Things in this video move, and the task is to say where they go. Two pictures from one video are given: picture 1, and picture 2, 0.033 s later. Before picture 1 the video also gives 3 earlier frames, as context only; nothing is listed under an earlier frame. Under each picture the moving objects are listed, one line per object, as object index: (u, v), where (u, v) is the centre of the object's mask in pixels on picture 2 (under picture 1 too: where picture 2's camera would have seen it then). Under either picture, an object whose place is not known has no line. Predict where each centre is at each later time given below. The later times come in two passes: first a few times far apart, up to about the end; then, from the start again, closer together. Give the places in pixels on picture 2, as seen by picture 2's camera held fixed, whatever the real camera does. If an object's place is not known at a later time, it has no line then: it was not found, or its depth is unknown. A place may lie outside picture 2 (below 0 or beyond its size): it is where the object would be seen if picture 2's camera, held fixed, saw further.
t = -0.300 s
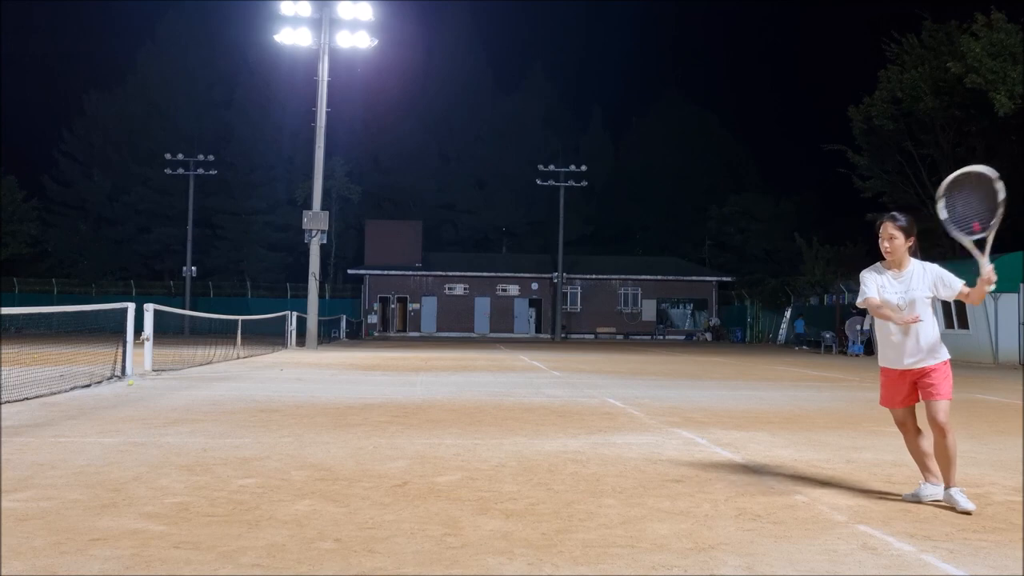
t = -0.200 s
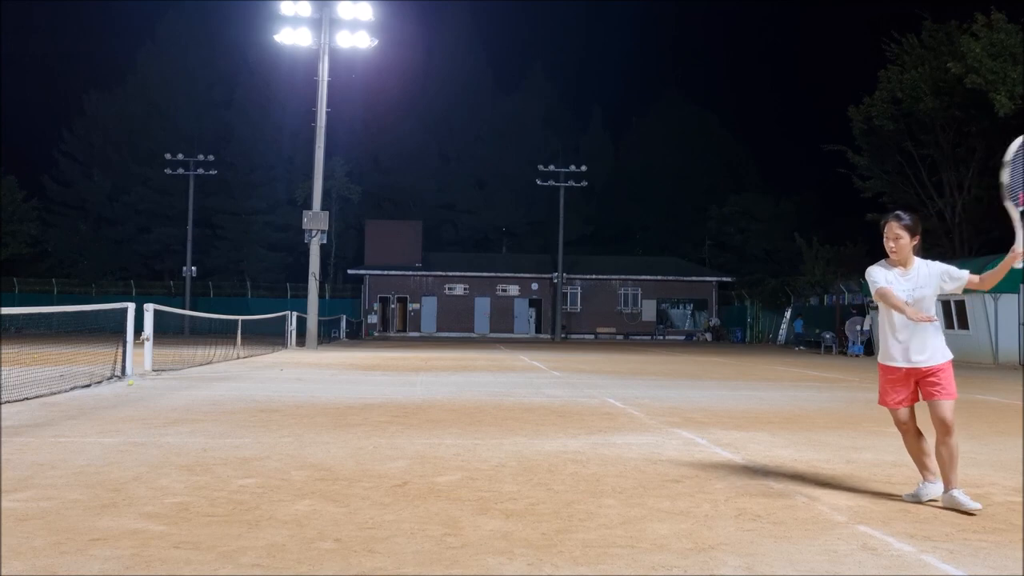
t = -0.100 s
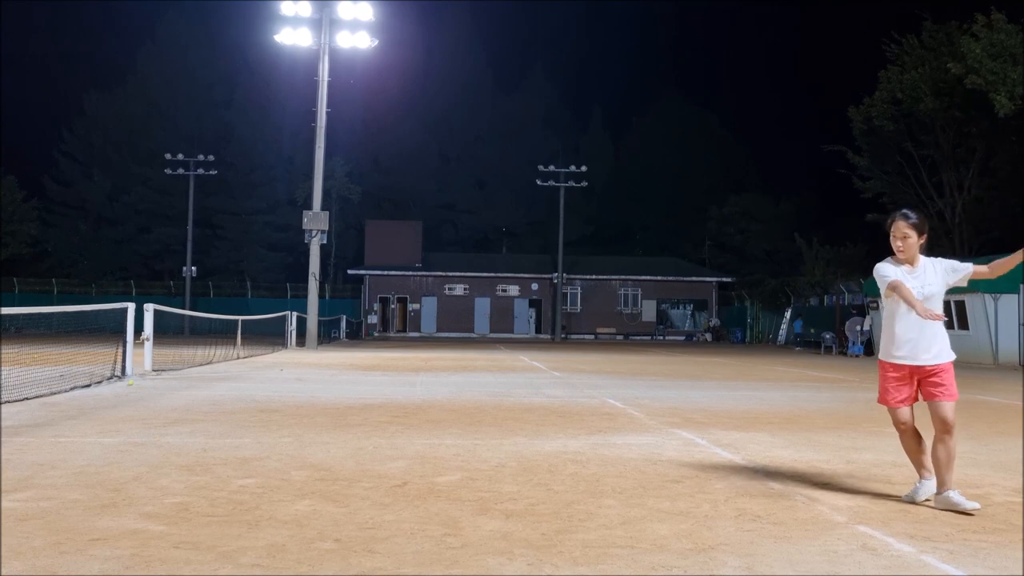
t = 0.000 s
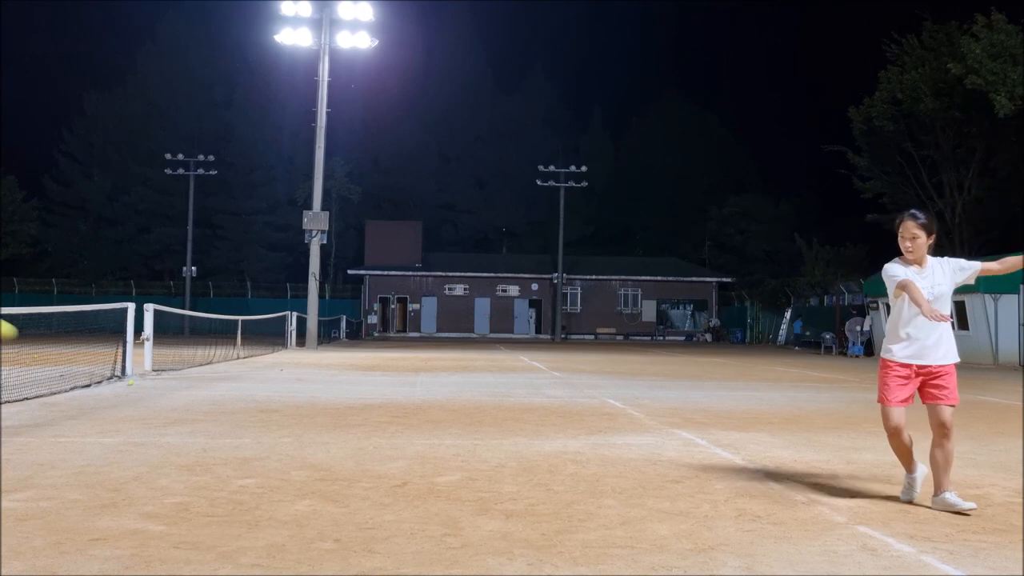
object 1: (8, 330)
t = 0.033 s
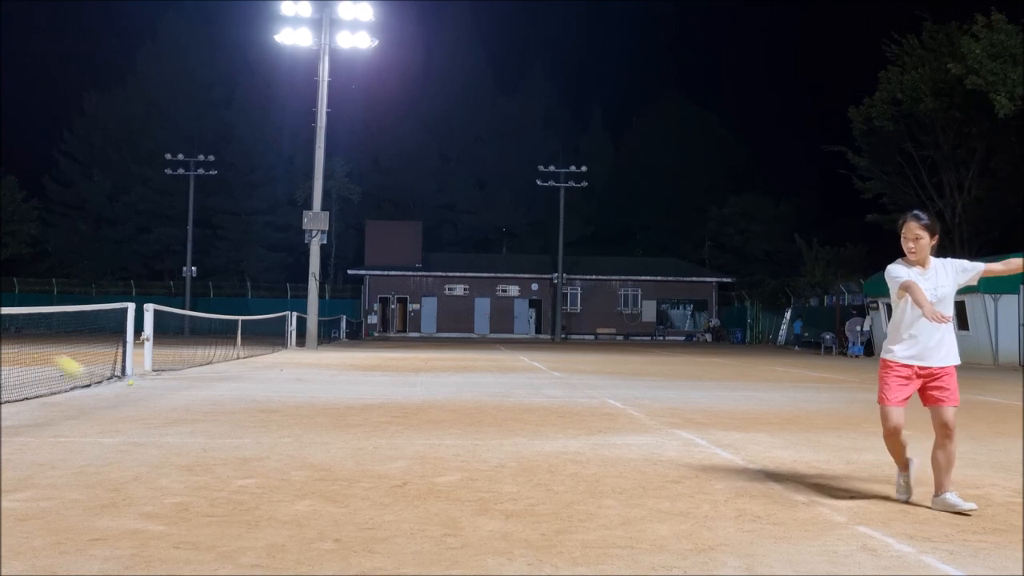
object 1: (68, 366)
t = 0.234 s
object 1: (424, 510)
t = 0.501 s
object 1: (644, 348)
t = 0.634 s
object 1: (752, 339)
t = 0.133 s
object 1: (282, 502)
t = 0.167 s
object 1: (356, 555)
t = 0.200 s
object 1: (396, 544)
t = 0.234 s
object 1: (424, 510)
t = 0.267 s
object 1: (452, 479)
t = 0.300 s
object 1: (480, 451)
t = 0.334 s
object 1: (507, 427)
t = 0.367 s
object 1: (535, 405)
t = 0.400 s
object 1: (563, 386)
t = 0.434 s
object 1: (590, 370)
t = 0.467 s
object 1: (618, 356)
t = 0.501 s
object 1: (644, 348)
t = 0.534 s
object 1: (671, 341)
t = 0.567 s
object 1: (698, 337)
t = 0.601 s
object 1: (725, 336)
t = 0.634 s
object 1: (752, 339)
